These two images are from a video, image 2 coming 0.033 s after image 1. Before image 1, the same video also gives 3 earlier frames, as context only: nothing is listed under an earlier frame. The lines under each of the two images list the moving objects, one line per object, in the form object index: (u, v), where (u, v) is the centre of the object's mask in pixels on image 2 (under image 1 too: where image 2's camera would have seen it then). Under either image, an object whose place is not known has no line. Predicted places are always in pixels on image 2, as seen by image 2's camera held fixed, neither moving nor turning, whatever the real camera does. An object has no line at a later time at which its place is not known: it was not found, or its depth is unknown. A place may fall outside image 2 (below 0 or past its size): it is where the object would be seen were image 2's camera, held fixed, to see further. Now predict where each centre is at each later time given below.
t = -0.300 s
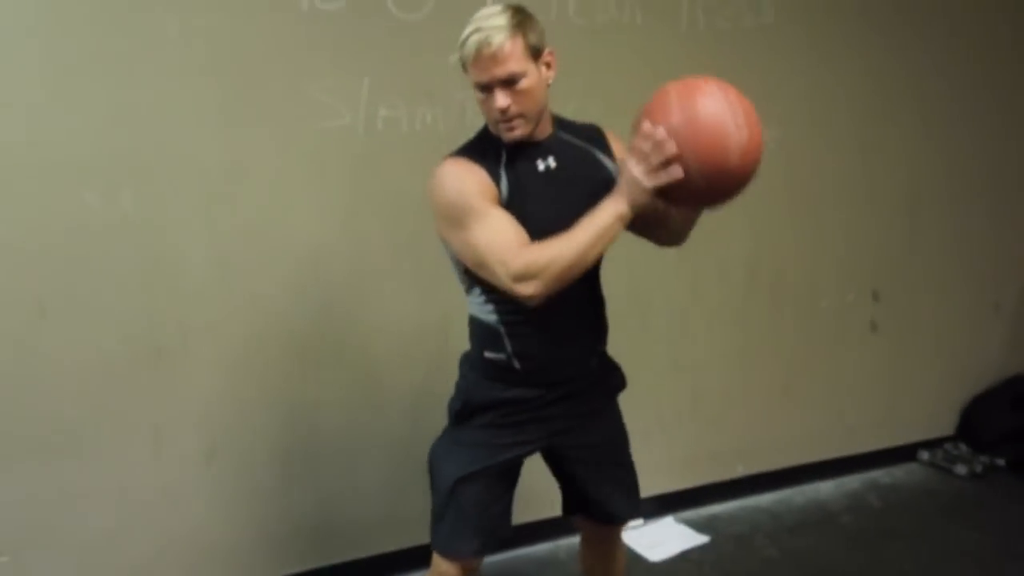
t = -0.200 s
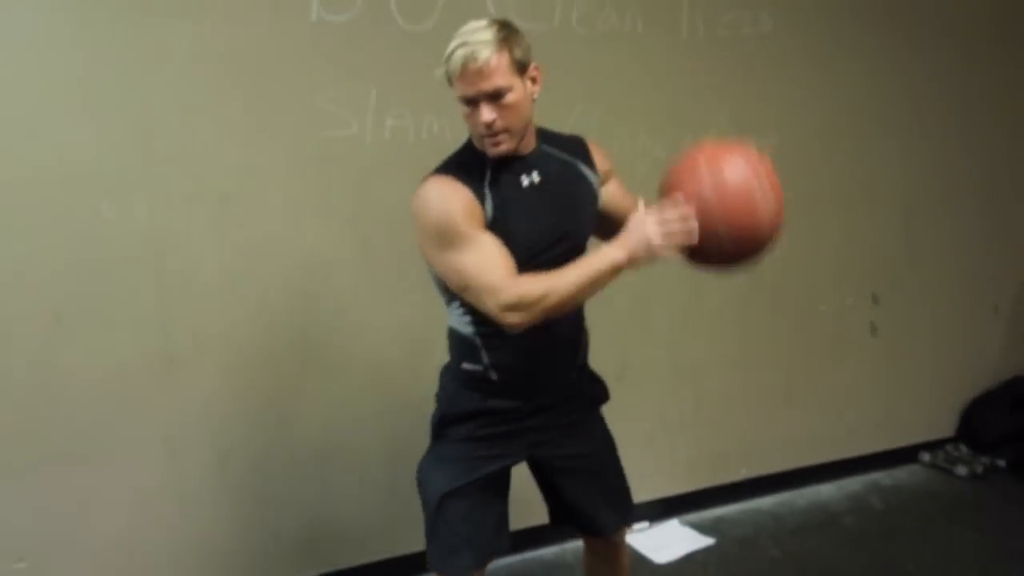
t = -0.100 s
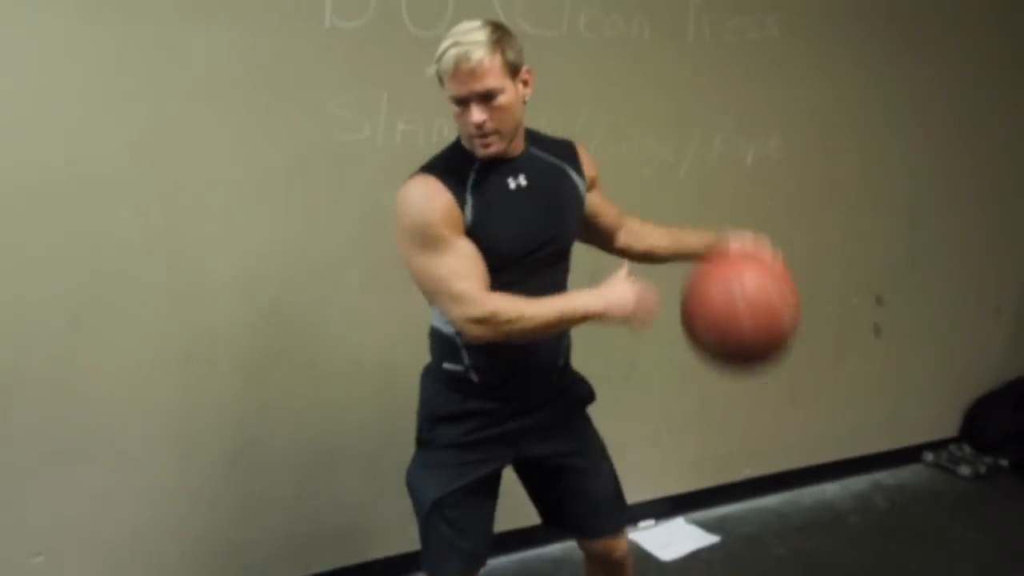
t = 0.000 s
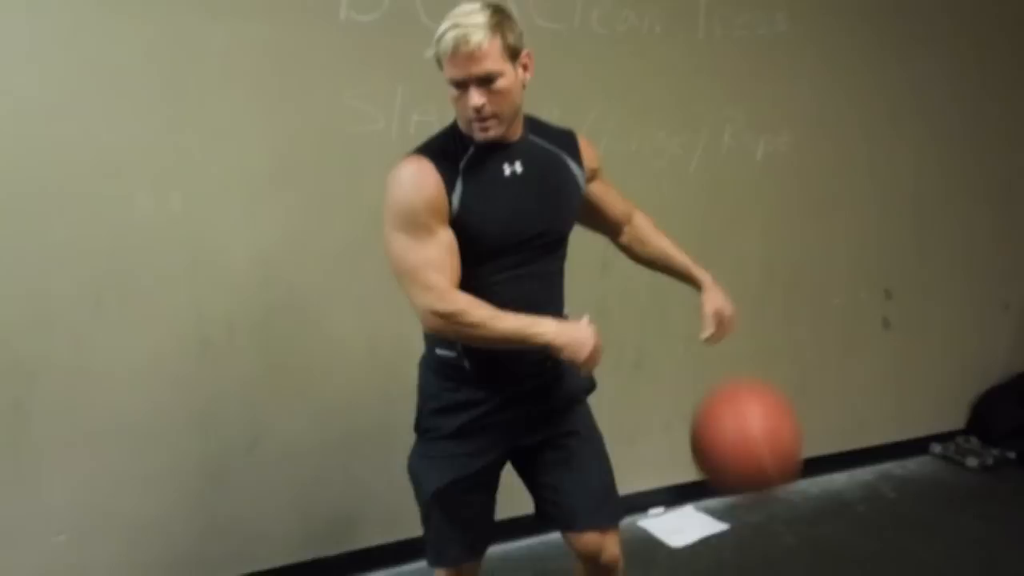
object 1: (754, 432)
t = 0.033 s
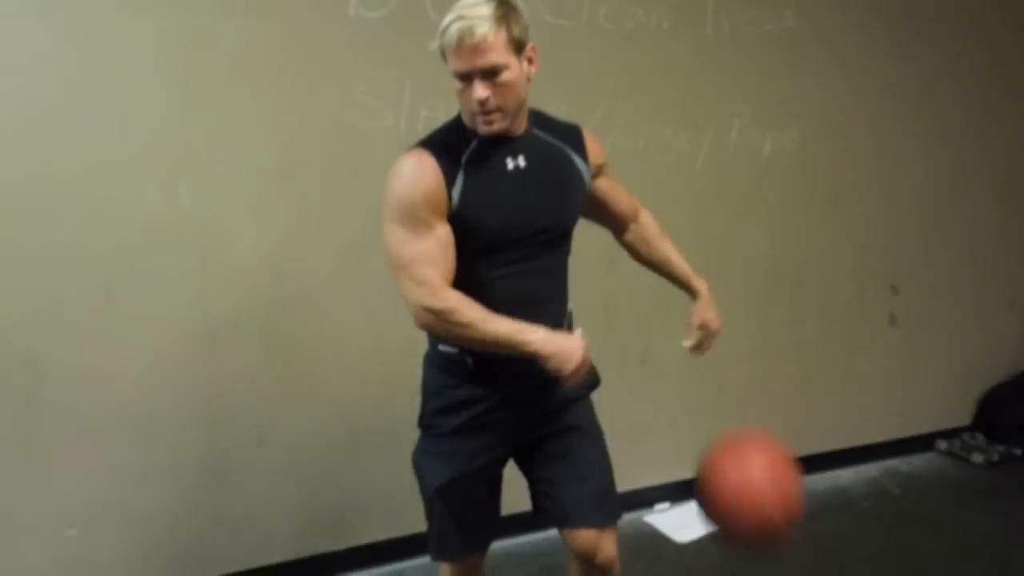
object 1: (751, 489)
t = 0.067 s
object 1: (747, 535)
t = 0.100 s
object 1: (743, 563)
